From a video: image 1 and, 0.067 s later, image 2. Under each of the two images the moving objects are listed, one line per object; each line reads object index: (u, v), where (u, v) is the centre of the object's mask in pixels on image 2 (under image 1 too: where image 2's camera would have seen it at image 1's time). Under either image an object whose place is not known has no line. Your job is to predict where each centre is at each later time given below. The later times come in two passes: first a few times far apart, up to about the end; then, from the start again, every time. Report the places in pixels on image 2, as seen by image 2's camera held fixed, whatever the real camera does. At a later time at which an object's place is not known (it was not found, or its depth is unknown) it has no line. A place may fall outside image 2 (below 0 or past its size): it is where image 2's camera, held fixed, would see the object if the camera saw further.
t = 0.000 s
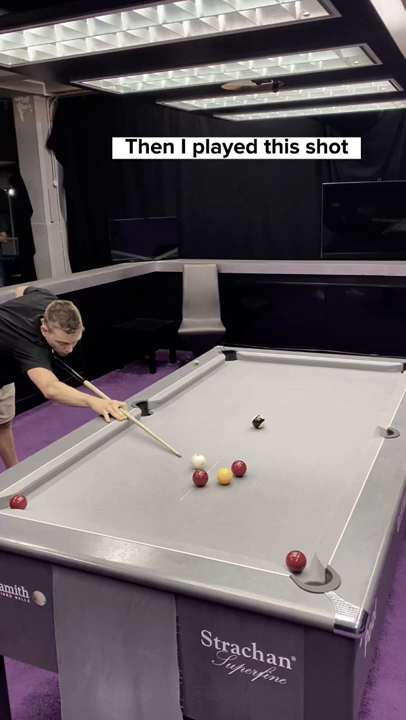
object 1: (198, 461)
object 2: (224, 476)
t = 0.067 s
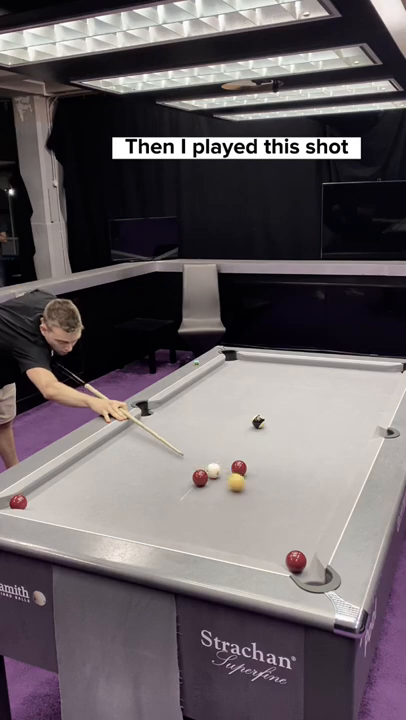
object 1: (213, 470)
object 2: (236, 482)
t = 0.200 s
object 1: (203, 465)
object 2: (297, 517)
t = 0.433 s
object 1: (181, 455)
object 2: (233, 533)
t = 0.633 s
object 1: (165, 447)
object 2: (155, 530)
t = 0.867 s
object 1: (148, 439)
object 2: (107, 508)
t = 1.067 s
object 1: (135, 432)
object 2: (72, 491)
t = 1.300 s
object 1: (132, 428)
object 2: (70, 477)
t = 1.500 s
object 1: (145, 427)
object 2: (109, 472)
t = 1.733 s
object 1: (159, 426)
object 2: (151, 466)
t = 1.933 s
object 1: (170, 425)
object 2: (184, 462)
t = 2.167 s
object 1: (182, 424)
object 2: (221, 457)
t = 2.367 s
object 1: (191, 423)
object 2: (250, 453)
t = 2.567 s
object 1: (198, 423)
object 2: (278, 450)
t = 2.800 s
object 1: (206, 422)
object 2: (309, 446)
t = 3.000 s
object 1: (211, 422)
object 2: (333, 443)
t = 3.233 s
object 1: (216, 422)
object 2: (360, 439)
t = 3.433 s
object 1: (219, 421)
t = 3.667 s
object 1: (221, 422)
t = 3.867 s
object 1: (222, 422)
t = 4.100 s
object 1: (222, 422)
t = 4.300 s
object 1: (222, 422)
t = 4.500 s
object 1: (222, 422)
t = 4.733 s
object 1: (222, 422)
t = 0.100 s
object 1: (211, 469)
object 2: (251, 491)
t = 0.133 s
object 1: (209, 468)
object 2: (266, 499)
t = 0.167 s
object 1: (207, 466)
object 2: (281, 508)
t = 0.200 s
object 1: (203, 465)
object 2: (297, 517)
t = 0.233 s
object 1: (199, 464)
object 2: (313, 525)
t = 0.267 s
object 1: (197, 463)
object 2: (310, 529)
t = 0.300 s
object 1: (193, 461)
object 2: (292, 529)
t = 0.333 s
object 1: (190, 460)
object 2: (276, 530)
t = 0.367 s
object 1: (187, 458)
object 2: (261, 531)
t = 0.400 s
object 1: (184, 457)
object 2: (247, 531)
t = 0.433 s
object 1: (181, 455)
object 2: (233, 533)
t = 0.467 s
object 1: (178, 454)
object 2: (219, 533)
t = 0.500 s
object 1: (176, 452)
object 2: (205, 534)
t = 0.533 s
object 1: (173, 451)
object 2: (191, 534)
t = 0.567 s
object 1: (170, 450)
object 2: (178, 534)
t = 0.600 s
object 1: (167, 448)
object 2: (165, 533)
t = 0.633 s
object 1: (165, 447)
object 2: (155, 530)
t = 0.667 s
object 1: (162, 446)
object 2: (148, 528)
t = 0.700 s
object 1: (160, 445)
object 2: (141, 525)
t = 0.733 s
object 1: (157, 443)
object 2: (134, 522)
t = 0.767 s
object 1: (155, 442)
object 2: (127, 518)
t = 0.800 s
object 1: (152, 441)
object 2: (120, 515)
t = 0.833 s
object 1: (150, 440)
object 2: (114, 512)
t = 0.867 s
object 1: (148, 439)
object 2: (107, 508)
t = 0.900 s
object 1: (146, 438)
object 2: (101, 505)
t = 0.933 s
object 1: (143, 437)
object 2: (95, 502)
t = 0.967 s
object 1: (141, 436)
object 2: (89, 499)
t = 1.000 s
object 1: (139, 434)
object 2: (83, 496)
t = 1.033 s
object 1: (137, 433)
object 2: (78, 494)
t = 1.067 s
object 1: (135, 432)
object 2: (72, 491)
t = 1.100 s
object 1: (133, 431)
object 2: (67, 488)
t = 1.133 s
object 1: (131, 431)
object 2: (62, 486)
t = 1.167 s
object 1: (129, 429)
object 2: (56, 483)
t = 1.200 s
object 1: (127, 429)
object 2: (51, 480)
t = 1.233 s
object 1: (127, 428)
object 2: (54, 479)
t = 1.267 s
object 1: (129, 428)
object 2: (63, 478)
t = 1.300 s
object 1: (132, 428)
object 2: (70, 477)
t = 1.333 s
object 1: (134, 427)
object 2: (76, 476)
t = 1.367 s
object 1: (136, 427)
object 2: (83, 475)
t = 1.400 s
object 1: (138, 427)
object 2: (89, 475)
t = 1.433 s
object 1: (141, 427)
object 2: (96, 474)
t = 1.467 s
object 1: (143, 427)
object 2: (102, 473)
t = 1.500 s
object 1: (145, 427)
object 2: (109, 472)
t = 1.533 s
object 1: (148, 427)
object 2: (115, 472)
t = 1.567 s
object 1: (150, 426)
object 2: (121, 471)
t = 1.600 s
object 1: (152, 426)
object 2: (127, 470)
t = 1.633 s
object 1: (154, 426)
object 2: (133, 469)
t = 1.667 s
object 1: (156, 426)
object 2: (139, 468)
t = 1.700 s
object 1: (158, 426)
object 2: (145, 467)
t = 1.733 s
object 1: (159, 426)
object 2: (151, 466)
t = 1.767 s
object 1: (161, 425)
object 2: (156, 466)
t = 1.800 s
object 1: (163, 425)
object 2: (162, 465)
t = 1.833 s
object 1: (165, 425)
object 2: (168, 464)
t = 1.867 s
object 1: (167, 425)
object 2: (173, 463)
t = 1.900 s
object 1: (169, 425)
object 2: (179, 463)
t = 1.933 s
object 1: (170, 425)
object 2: (184, 462)
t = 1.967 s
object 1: (172, 425)
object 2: (190, 461)
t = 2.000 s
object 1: (174, 424)
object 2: (195, 460)
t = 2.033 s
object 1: (175, 424)
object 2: (200, 460)
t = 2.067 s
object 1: (177, 424)
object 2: (205, 459)
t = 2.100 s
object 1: (179, 424)
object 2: (211, 458)
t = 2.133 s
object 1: (181, 424)
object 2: (216, 457)
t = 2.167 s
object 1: (182, 424)
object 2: (221, 457)
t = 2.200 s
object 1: (183, 424)
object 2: (225, 456)
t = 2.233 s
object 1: (185, 424)
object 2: (231, 455)
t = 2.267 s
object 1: (186, 424)
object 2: (236, 455)
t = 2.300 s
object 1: (188, 423)
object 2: (241, 454)
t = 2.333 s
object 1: (189, 423)
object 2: (246, 454)
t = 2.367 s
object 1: (191, 423)
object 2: (250, 453)
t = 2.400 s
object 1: (192, 423)
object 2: (255, 453)
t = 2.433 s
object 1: (193, 423)
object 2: (260, 452)
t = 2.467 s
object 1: (195, 423)
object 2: (265, 451)
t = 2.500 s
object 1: (196, 423)
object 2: (269, 451)
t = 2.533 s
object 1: (197, 423)
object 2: (274, 450)
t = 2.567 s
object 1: (198, 423)
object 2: (278, 450)
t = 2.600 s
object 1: (199, 423)
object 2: (283, 449)
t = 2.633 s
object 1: (200, 423)
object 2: (287, 448)
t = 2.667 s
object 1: (202, 422)
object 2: (291, 448)
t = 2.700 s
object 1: (203, 422)
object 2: (296, 448)
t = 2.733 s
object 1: (204, 422)
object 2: (300, 447)
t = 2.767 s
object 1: (205, 422)
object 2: (304, 446)
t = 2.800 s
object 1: (206, 422)
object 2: (309, 446)
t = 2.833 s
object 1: (207, 422)
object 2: (313, 445)
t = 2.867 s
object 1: (208, 422)
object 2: (317, 444)
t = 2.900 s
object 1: (208, 422)
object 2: (321, 444)
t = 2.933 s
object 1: (209, 422)
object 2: (325, 444)
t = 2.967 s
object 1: (210, 422)
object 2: (329, 443)
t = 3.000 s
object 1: (211, 422)
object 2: (333, 443)
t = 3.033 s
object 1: (212, 422)
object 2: (337, 442)
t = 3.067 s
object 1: (212, 422)
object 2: (341, 442)
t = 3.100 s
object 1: (213, 422)
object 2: (344, 441)
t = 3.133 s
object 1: (214, 422)
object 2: (348, 440)
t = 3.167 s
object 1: (214, 422)
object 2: (352, 440)
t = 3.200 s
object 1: (215, 422)
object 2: (356, 440)
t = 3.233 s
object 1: (216, 422)
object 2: (360, 439)
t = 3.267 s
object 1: (216, 422)
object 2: (363, 439)
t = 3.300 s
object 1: (217, 421)
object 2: (366, 437)
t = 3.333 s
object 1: (217, 421)
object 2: (369, 436)
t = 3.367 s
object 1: (218, 422)
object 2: (373, 435)
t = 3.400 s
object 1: (218, 421)
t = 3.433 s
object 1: (219, 421)
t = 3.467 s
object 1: (219, 421)
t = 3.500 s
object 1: (220, 421)
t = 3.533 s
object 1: (220, 421)
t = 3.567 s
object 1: (220, 421)
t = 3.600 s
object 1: (221, 421)
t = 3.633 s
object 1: (221, 422)
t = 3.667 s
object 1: (221, 422)
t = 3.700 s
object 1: (221, 421)
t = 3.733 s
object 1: (222, 421)
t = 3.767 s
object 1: (222, 422)
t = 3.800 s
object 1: (222, 422)
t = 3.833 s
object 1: (222, 422)
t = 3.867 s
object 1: (222, 422)
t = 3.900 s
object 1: (222, 422)
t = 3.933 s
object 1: (222, 422)
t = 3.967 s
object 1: (222, 422)
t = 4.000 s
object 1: (222, 422)
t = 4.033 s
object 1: (222, 422)
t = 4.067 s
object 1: (222, 422)
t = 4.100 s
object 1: (222, 422)
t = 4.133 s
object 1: (222, 422)
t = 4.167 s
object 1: (222, 422)
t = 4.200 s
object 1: (222, 422)
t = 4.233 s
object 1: (222, 422)
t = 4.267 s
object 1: (222, 422)
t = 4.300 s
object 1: (222, 422)
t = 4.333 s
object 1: (222, 422)
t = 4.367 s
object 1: (222, 422)
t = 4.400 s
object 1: (222, 422)
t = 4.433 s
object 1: (222, 422)
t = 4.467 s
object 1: (222, 422)
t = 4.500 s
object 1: (222, 422)
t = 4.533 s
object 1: (222, 422)
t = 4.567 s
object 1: (222, 422)
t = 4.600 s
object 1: (222, 422)
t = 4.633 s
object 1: (222, 422)
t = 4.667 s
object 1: (222, 422)
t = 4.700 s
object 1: (222, 422)
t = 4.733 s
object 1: (222, 422)
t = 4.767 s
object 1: (222, 422)
